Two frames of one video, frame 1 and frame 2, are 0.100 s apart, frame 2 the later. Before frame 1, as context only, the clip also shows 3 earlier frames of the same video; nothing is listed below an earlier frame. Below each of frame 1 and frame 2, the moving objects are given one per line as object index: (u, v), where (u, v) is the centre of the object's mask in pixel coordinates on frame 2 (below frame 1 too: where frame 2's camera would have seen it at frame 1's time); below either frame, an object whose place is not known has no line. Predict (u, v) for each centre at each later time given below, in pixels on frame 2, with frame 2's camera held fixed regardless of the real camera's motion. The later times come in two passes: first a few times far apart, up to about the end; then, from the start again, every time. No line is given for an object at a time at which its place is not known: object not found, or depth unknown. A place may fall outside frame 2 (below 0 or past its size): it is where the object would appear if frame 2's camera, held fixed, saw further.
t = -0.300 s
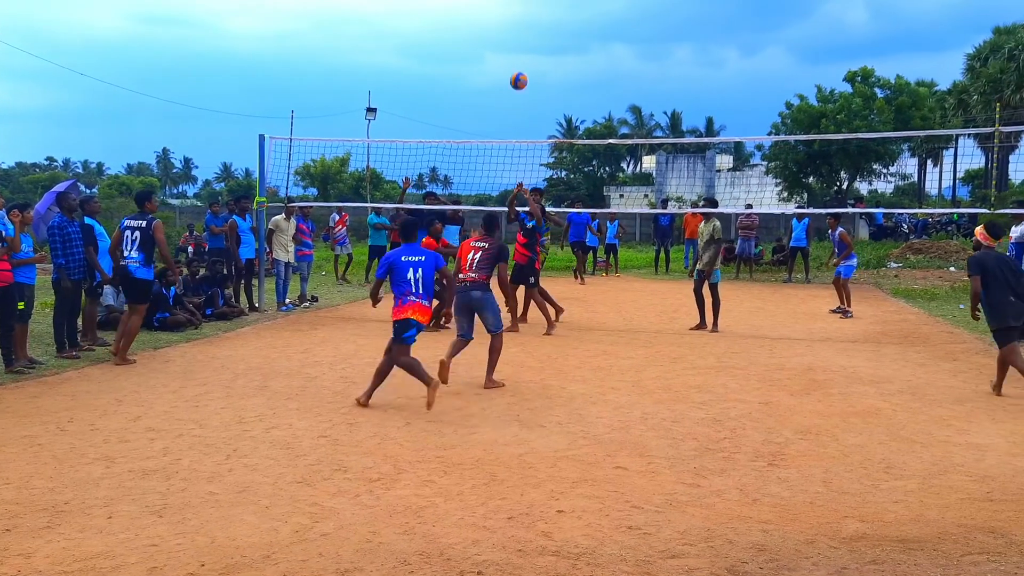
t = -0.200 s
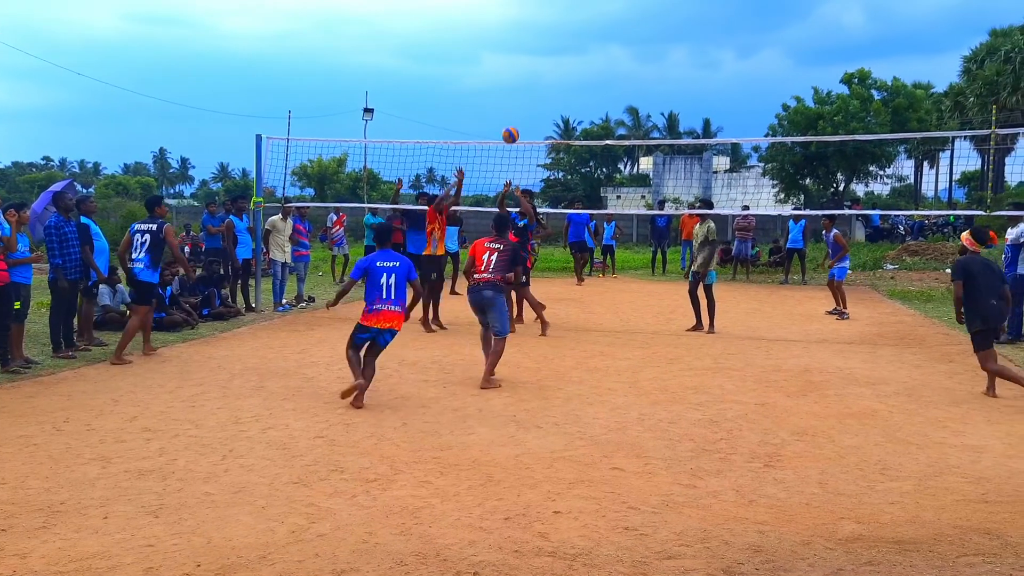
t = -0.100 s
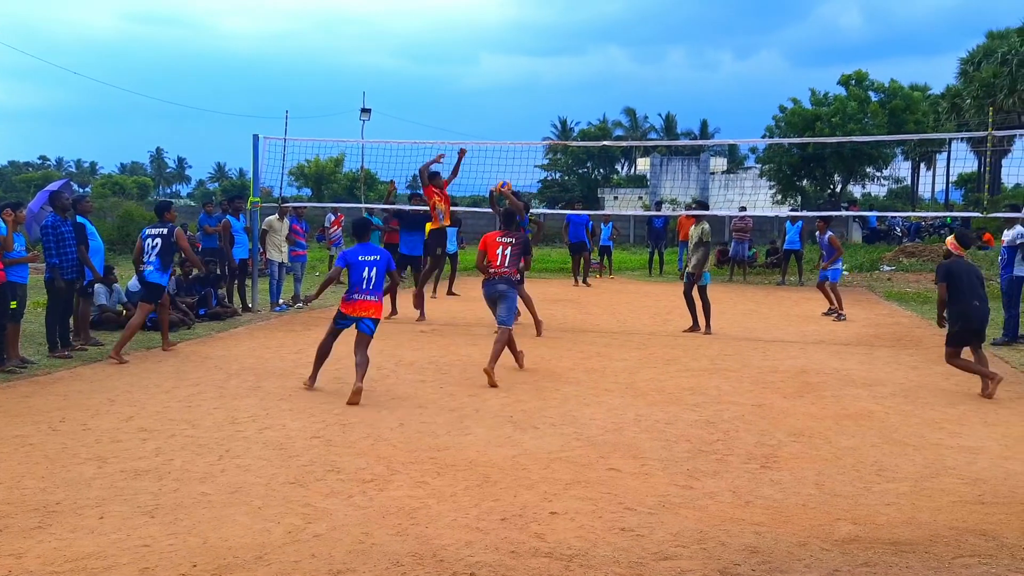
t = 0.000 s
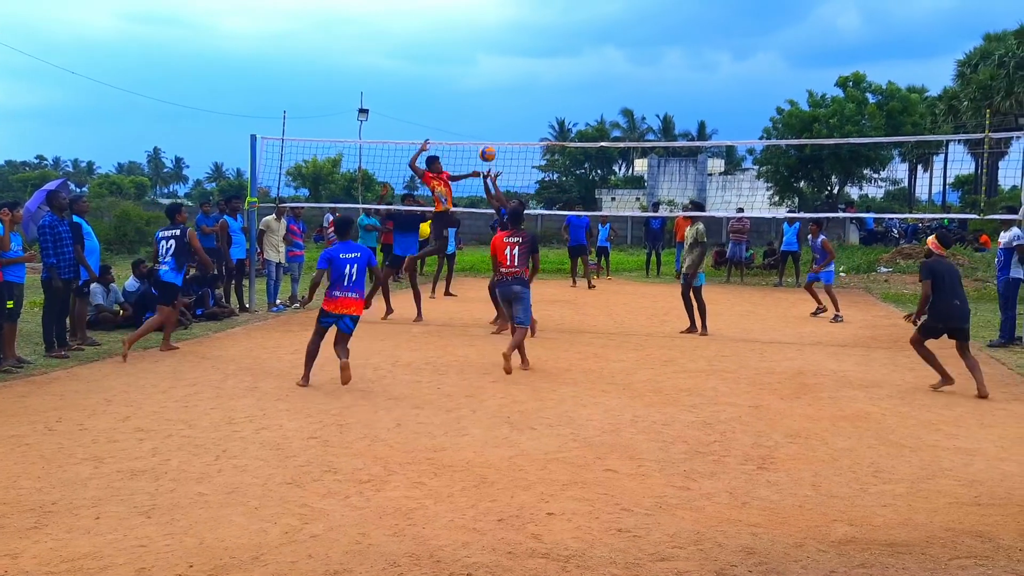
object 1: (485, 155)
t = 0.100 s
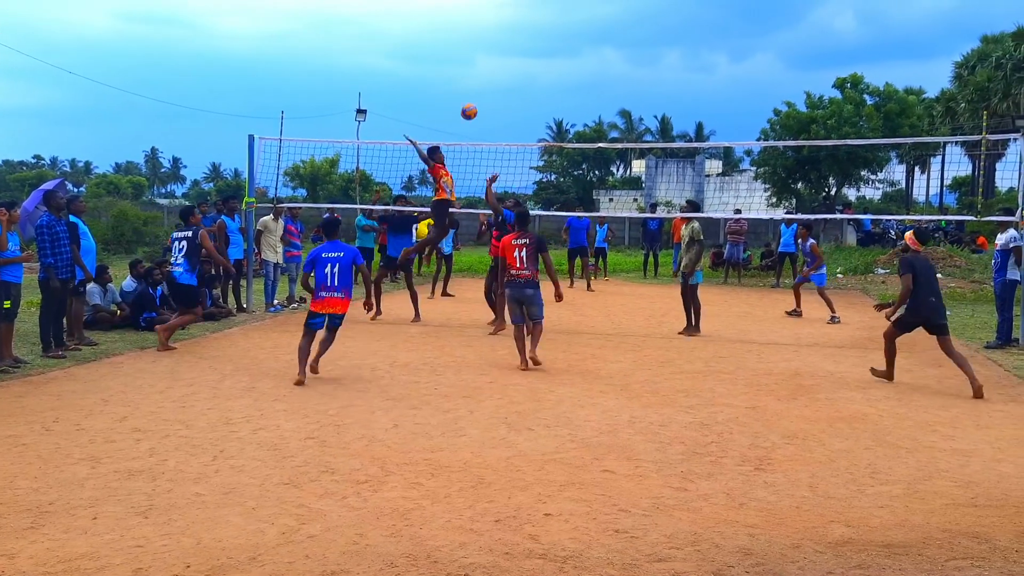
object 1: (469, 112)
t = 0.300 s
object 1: (435, 50)
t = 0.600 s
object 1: (385, 18)
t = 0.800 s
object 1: (352, 35)
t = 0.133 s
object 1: (463, 99)
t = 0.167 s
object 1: (458, 88)
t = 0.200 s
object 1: (452, 77)
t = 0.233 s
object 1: (446, 67)
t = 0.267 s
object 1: (441, 59)
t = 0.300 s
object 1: (435, 50)
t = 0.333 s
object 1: (430, 43)
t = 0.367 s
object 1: (424, 37)
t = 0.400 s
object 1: (418, 32)
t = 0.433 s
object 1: (413, 27)
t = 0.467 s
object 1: (407, 24)
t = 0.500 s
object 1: (402, 21)
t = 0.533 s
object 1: (396, 19)
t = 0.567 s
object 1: (390, 18)
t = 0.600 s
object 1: (385, 18)
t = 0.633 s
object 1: (379, 18)
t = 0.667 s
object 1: (374, 20)
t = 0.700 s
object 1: (368, 22)
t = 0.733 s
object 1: (363, 26)
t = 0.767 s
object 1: (358, 30)
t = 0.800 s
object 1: (352, 35)
